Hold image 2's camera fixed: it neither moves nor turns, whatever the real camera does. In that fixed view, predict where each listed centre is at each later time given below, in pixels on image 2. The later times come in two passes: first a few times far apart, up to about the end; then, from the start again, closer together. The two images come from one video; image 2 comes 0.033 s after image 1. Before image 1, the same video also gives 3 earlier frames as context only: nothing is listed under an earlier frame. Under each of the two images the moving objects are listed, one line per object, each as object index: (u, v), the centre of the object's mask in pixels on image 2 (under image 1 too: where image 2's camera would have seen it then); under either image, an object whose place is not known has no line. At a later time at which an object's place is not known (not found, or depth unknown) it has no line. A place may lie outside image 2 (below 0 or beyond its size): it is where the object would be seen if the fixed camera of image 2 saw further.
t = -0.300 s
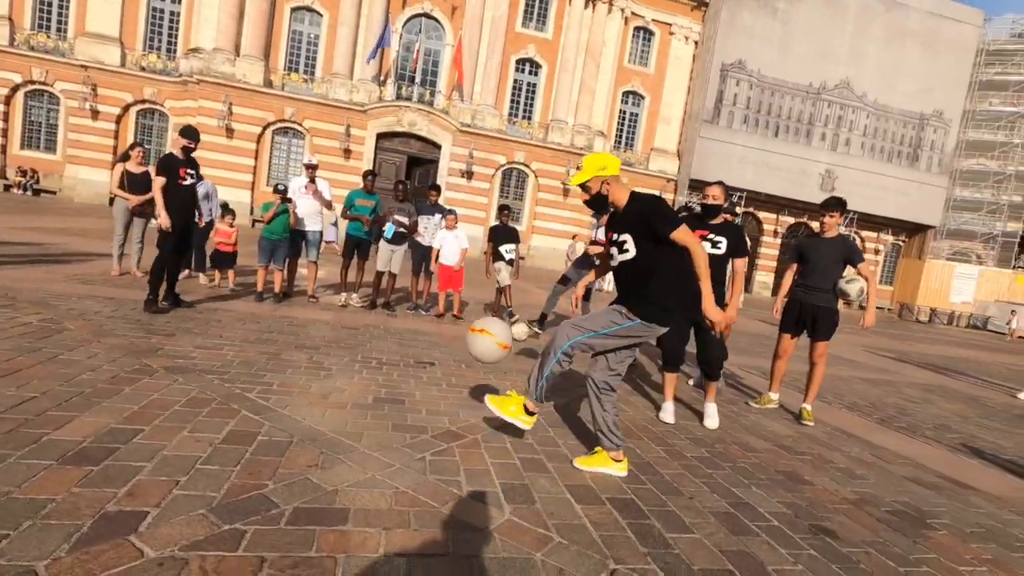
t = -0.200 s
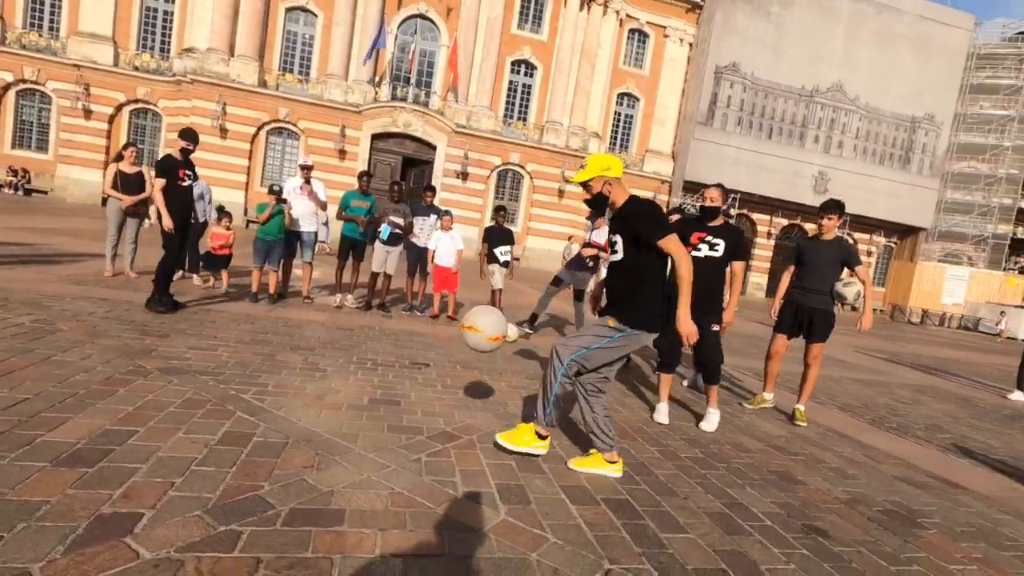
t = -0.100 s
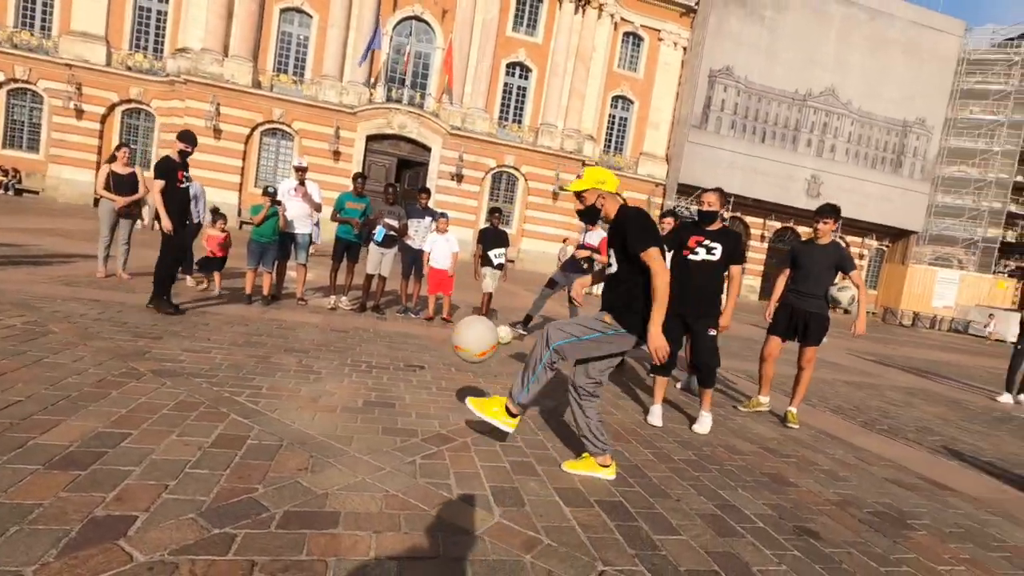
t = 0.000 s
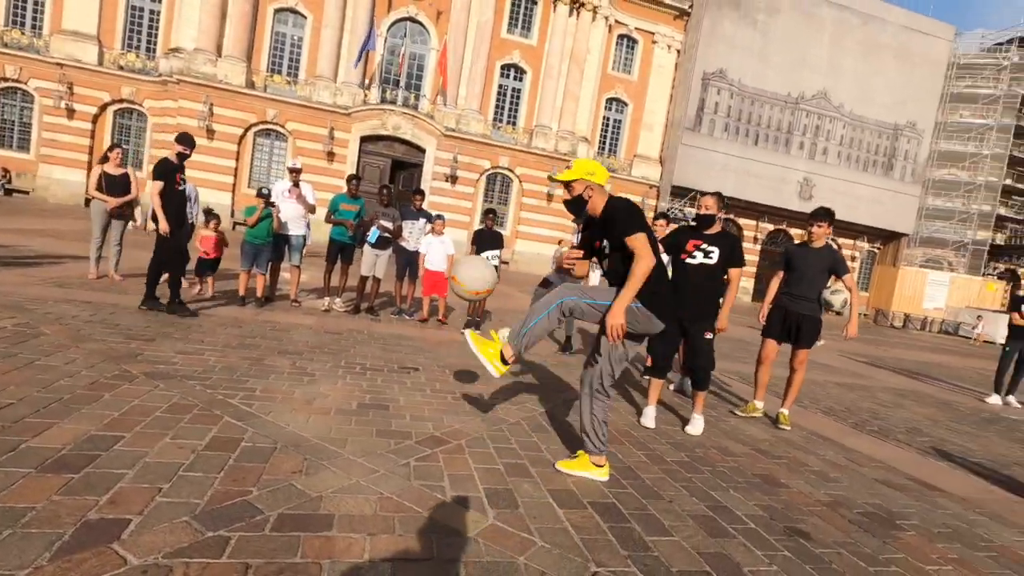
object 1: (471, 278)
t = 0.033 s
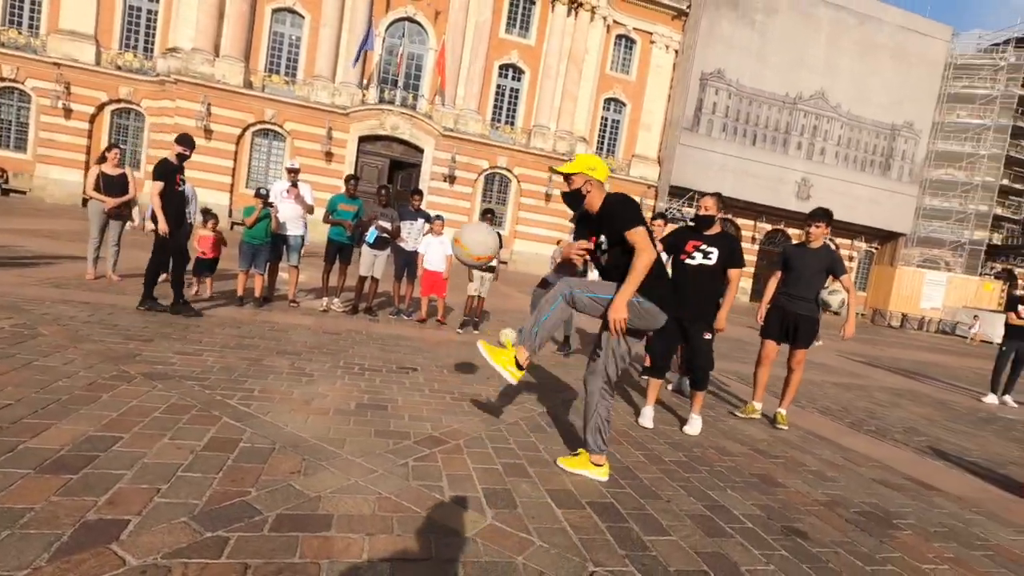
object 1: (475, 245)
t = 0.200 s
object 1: (490, 107)
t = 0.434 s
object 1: (495, 19)
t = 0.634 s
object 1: (483, 32)
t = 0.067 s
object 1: (479, 212)
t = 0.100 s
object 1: (483, 183)
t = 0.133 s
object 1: (487, 153)
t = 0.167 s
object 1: (488, 129)
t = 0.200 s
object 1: (490, 107)
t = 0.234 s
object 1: (492, 86)
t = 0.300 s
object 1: (495, 52)
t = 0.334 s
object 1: (495, 38)
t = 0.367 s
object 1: (495, 27)
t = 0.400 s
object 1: (496, 22)
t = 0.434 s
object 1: (495, 19)
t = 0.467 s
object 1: (494, 17)
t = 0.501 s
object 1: (493, 15)
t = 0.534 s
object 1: (491, 15)
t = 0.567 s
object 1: (489, 16)
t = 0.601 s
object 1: (486, 22)
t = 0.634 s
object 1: (483, 32)
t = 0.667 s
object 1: (480, 44)
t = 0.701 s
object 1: (477, 57)
